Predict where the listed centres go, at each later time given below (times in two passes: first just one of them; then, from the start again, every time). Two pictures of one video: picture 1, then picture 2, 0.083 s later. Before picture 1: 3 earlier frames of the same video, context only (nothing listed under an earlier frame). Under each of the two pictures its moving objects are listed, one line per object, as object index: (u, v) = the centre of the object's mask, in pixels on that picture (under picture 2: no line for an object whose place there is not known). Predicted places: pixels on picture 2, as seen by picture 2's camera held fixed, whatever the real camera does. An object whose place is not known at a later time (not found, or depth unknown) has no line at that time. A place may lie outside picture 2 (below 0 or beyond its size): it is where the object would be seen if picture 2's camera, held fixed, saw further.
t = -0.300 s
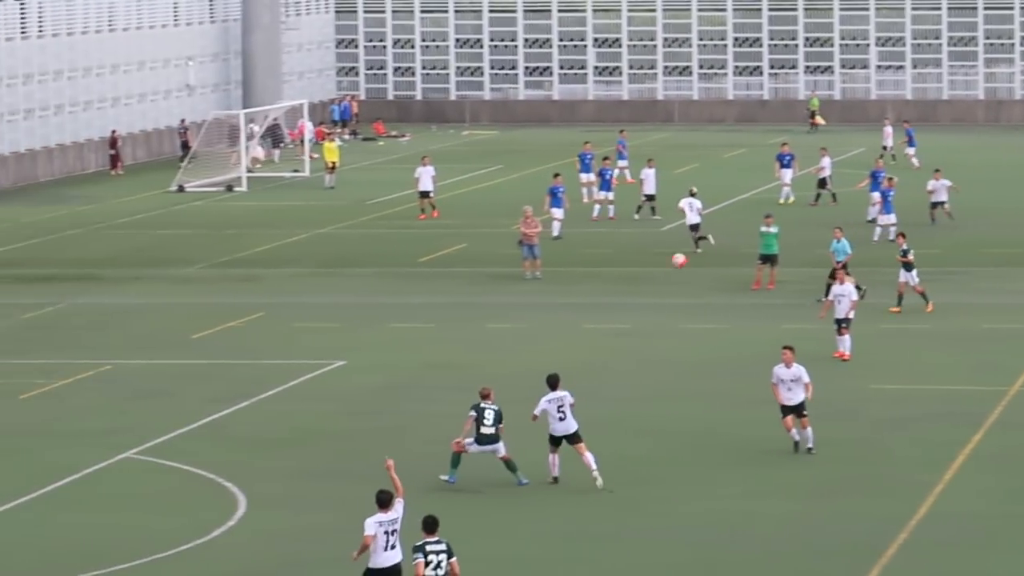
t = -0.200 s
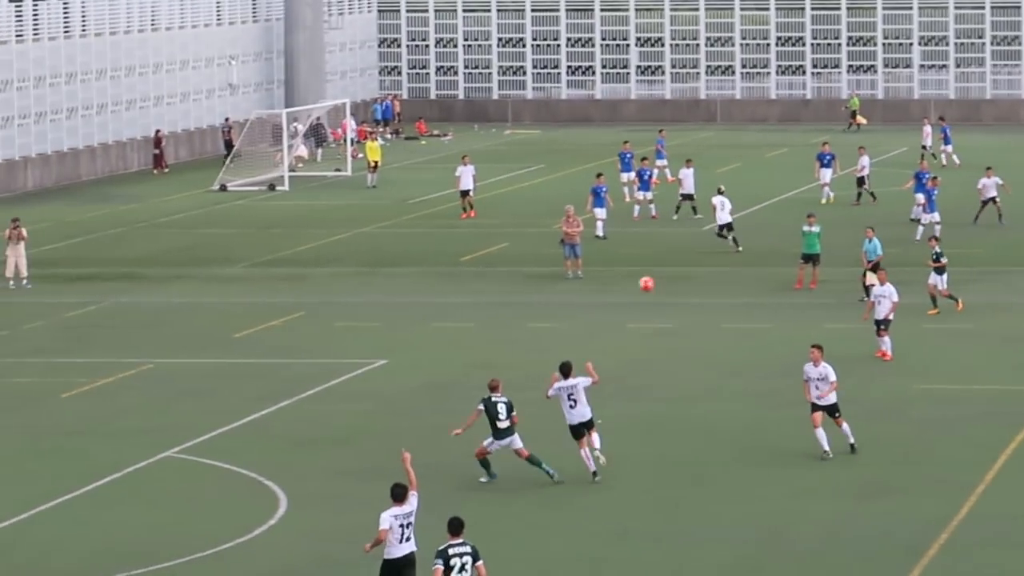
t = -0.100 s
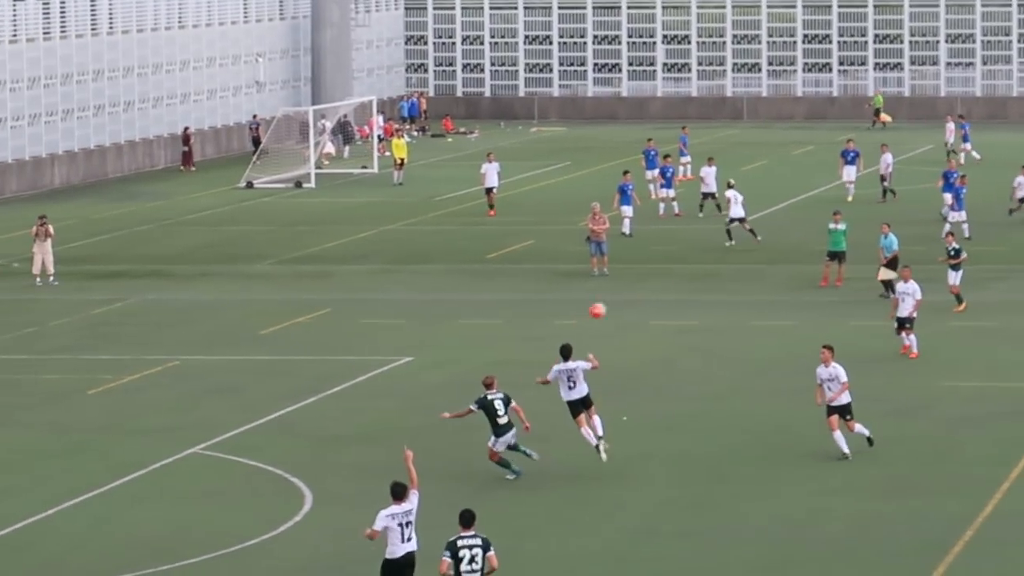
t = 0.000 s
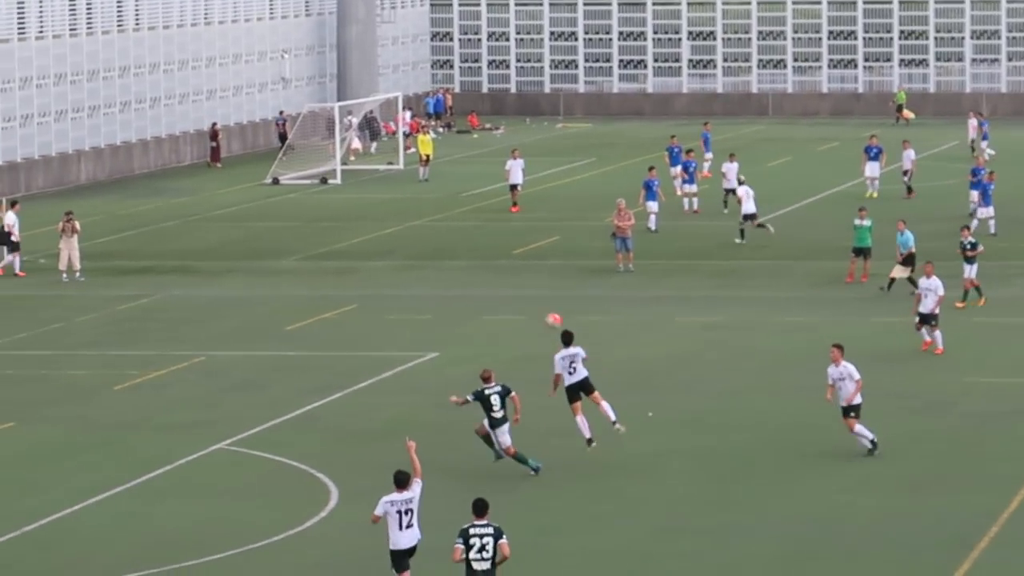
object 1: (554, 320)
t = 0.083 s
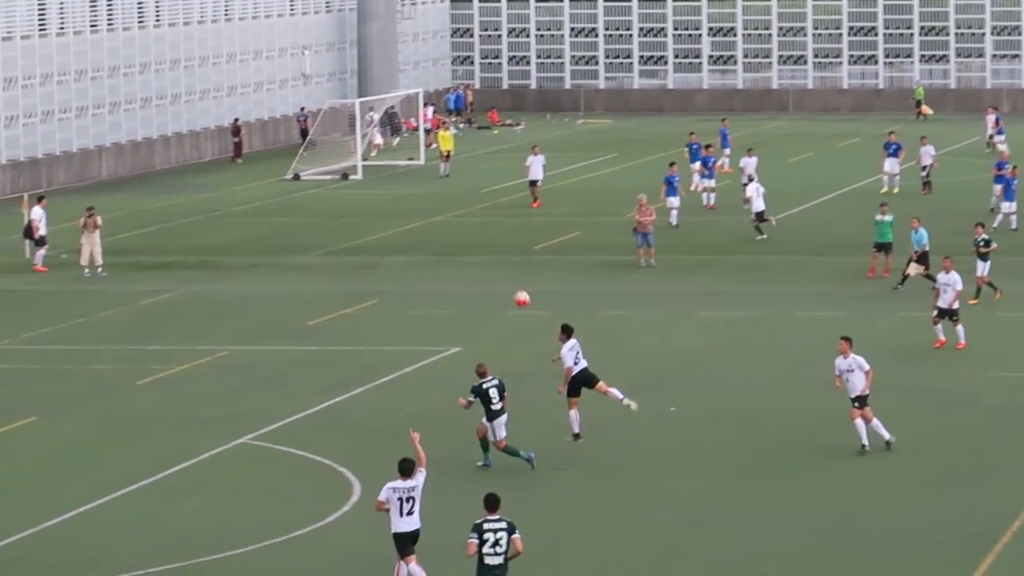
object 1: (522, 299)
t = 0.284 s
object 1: (395, 278)
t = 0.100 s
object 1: (511, 297)
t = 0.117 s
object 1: (501, 294)
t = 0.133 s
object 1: (490, 291)
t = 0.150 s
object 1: (479, 289)
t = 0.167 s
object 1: (469, 287)
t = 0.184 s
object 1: (457, 285)
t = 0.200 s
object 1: (447, 283)
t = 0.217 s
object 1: (437, 282)
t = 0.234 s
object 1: (426, 281)
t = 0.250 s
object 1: (416, 280)
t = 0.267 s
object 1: (405, 279)
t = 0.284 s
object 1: (395, 278)
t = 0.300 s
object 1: (384, 277)
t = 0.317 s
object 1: (374, 277)
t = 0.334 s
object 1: (363, 277)
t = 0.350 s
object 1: (353, 277)
